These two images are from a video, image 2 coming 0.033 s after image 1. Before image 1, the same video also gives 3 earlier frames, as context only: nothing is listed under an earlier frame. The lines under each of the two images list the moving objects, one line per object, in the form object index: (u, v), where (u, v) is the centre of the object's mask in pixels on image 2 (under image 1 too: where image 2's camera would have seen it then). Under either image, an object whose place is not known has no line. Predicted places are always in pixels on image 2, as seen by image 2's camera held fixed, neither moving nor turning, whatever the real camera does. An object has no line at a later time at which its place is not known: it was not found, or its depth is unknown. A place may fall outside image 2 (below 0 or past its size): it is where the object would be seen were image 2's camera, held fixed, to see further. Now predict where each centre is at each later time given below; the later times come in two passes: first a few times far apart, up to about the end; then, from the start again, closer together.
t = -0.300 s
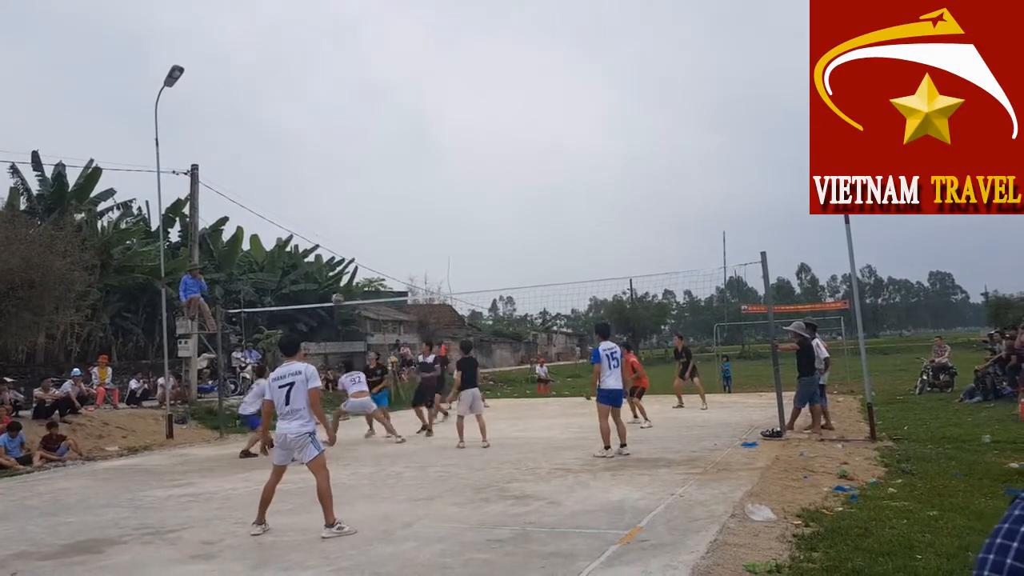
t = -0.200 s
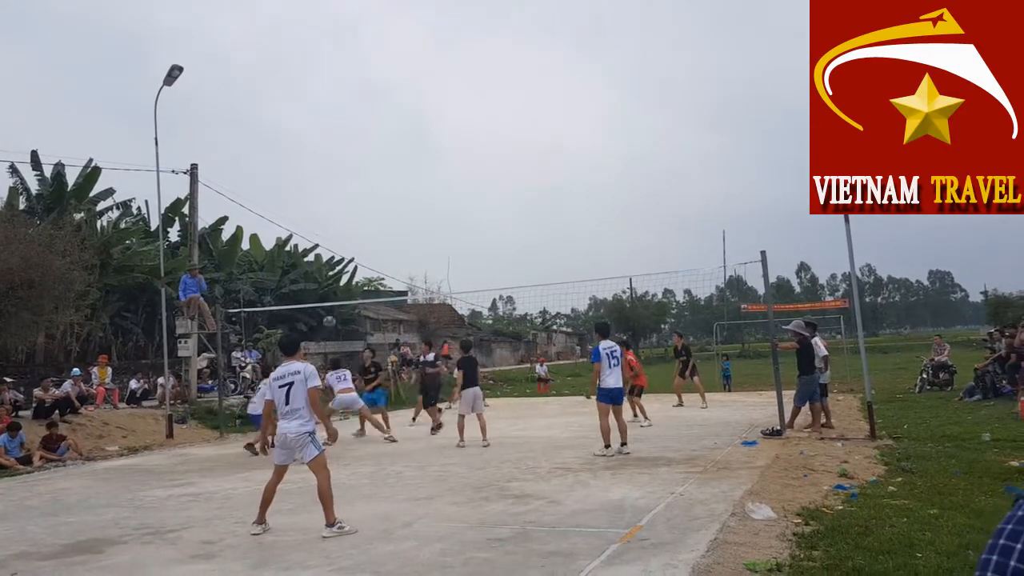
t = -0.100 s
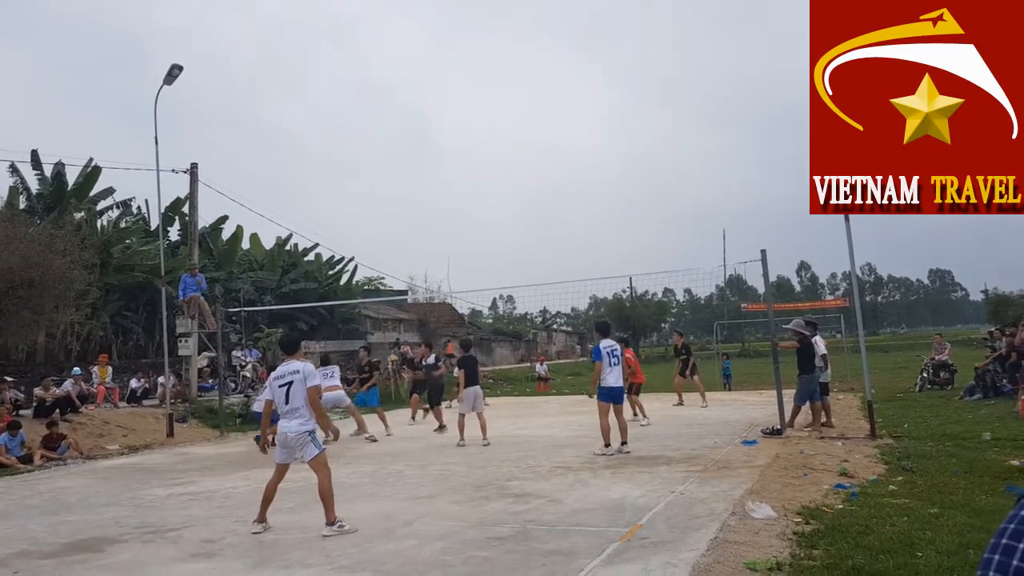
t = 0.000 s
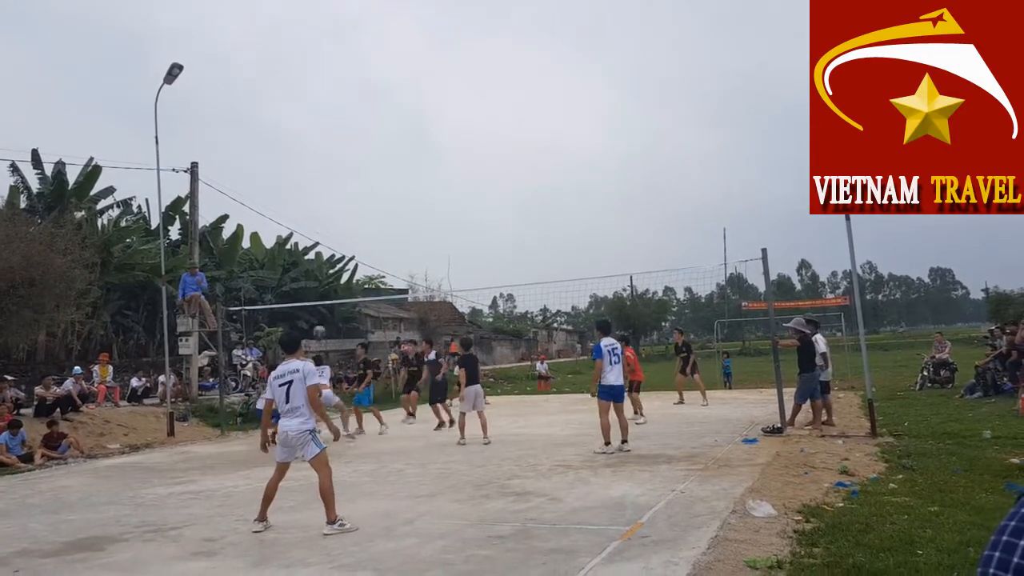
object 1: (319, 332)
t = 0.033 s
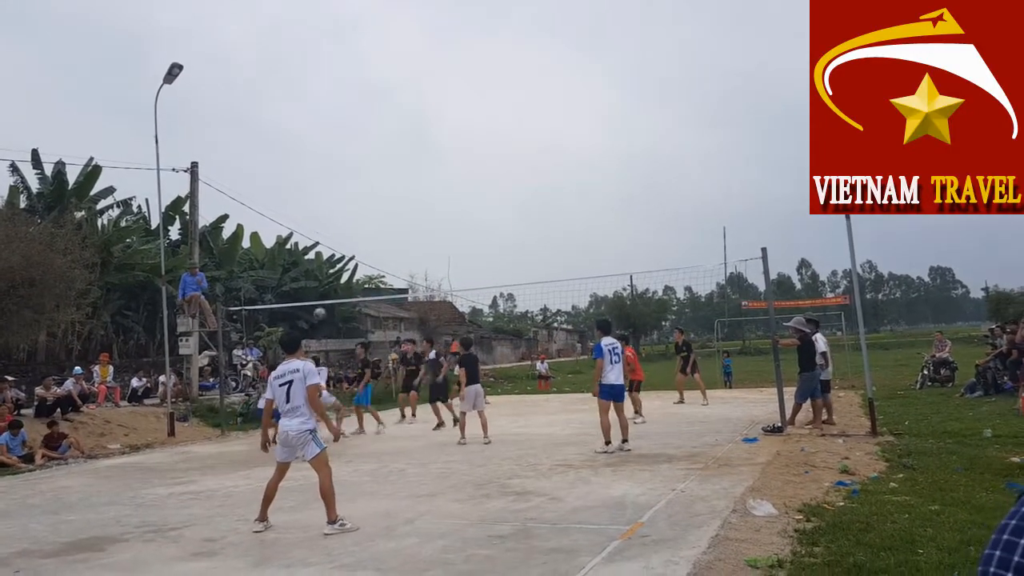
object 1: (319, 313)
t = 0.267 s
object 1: (321, 205)
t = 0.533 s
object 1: (325, 112)
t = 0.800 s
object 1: (330, 57)
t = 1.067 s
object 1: (337, 41)
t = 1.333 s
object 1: (348, 75)
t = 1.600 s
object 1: (364, 167)
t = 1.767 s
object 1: (374, 260)
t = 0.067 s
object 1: (319, 296)
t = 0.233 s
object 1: (321, 219)
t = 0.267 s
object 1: (321, 205)
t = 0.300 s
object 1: (322, 192)
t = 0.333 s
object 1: (323, 179)
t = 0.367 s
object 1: (323, 166)
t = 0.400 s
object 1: (324, 154)
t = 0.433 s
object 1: (324, 142)
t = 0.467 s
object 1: (324, 132)
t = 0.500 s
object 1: (325, 122)
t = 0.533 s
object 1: (325, 112)
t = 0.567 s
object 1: (326, 103)
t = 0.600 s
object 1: (326, 95)
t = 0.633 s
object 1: (327, 87)
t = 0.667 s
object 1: (327, 79)
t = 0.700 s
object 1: (328, 73)
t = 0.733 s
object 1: (328, 66)
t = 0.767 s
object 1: (329, 61)
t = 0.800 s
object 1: (330, 57)
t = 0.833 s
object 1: (330, 52)
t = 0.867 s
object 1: (331, 49)
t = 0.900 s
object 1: (332, 46)
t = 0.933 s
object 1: (333, 43)
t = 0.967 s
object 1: (334, 42)
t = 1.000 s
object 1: (335, 41)
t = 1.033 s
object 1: (336, 41)
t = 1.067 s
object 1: (337, 41)
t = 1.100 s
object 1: (338, 43)
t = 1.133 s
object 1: (340, 45)
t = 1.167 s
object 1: (341, 47)
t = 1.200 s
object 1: (342, 51)
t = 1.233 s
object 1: (344, 55)
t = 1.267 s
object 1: (346, 61)
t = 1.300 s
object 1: (347, 68)
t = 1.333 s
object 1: (348, 75)
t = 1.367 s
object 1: (350, 83)
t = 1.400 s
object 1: (352, 92)
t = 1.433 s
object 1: (354, 102)
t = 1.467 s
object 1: (355, 113)
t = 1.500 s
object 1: (358, 124)
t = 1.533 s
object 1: (359, 137)
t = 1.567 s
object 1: (361, 152)
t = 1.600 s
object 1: (364, 167)
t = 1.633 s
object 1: (365, 184)
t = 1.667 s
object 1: (367, 201)
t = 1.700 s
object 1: (370, 220)
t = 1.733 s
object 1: (372, 239)
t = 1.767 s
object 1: (374, 260)
